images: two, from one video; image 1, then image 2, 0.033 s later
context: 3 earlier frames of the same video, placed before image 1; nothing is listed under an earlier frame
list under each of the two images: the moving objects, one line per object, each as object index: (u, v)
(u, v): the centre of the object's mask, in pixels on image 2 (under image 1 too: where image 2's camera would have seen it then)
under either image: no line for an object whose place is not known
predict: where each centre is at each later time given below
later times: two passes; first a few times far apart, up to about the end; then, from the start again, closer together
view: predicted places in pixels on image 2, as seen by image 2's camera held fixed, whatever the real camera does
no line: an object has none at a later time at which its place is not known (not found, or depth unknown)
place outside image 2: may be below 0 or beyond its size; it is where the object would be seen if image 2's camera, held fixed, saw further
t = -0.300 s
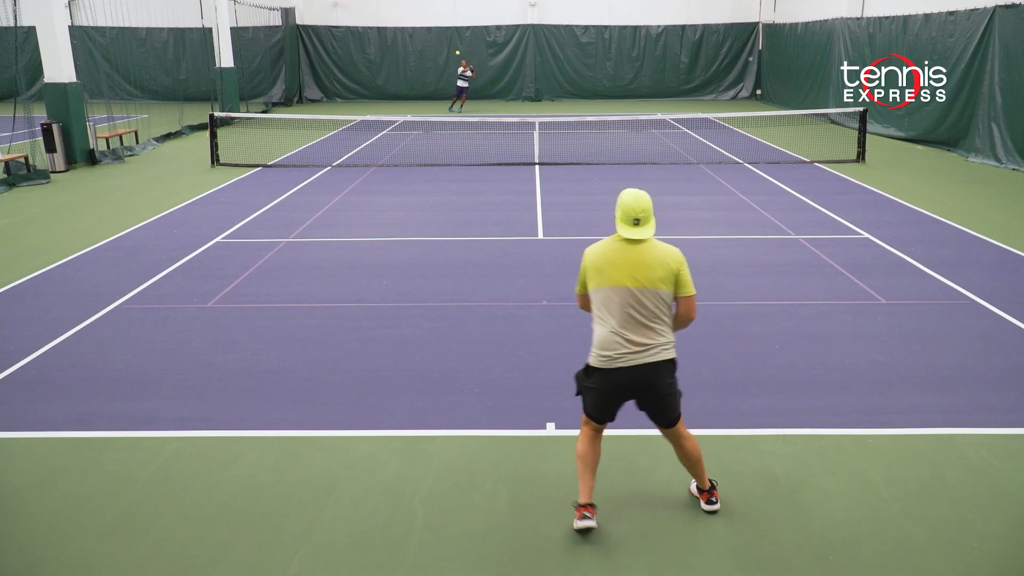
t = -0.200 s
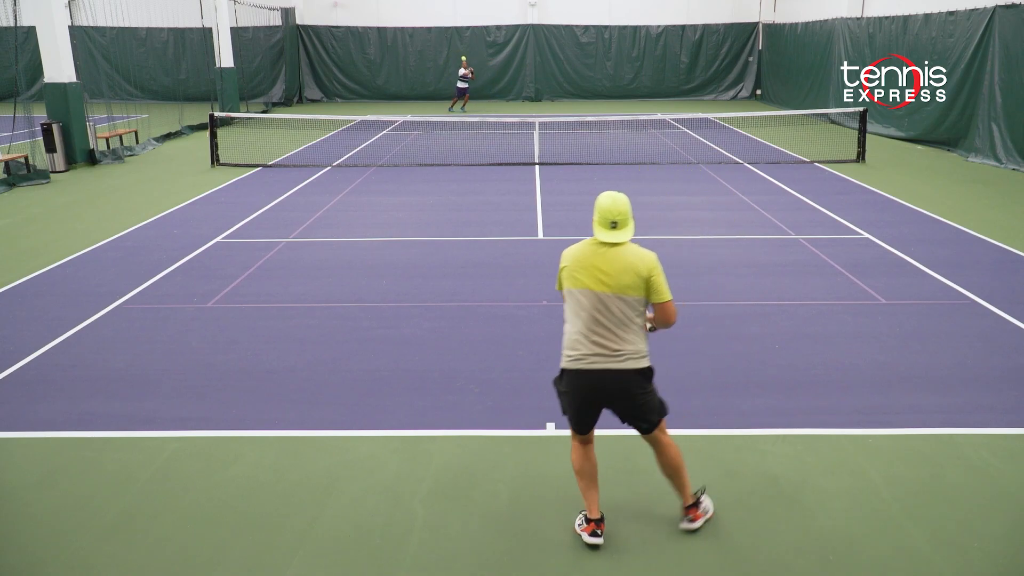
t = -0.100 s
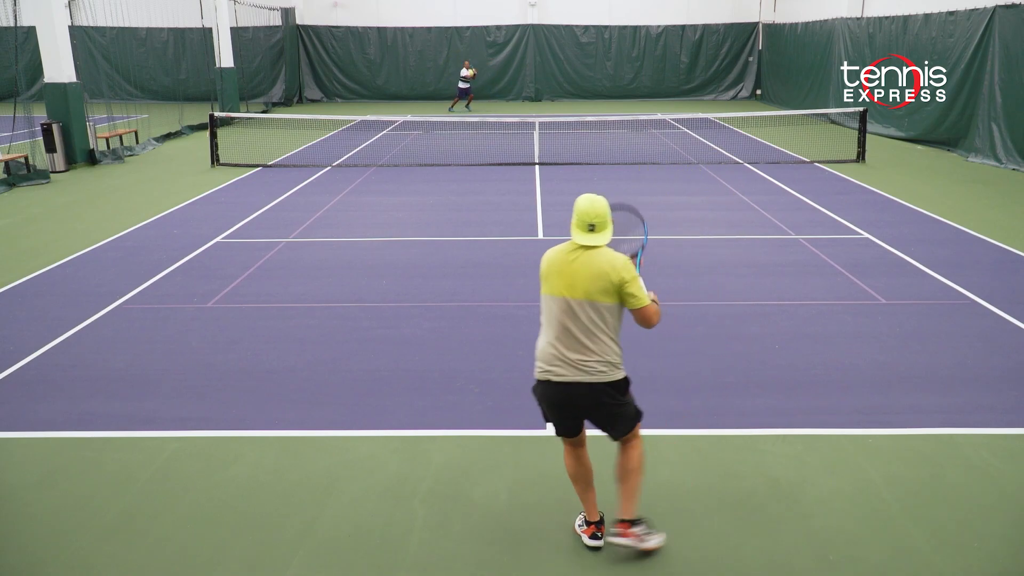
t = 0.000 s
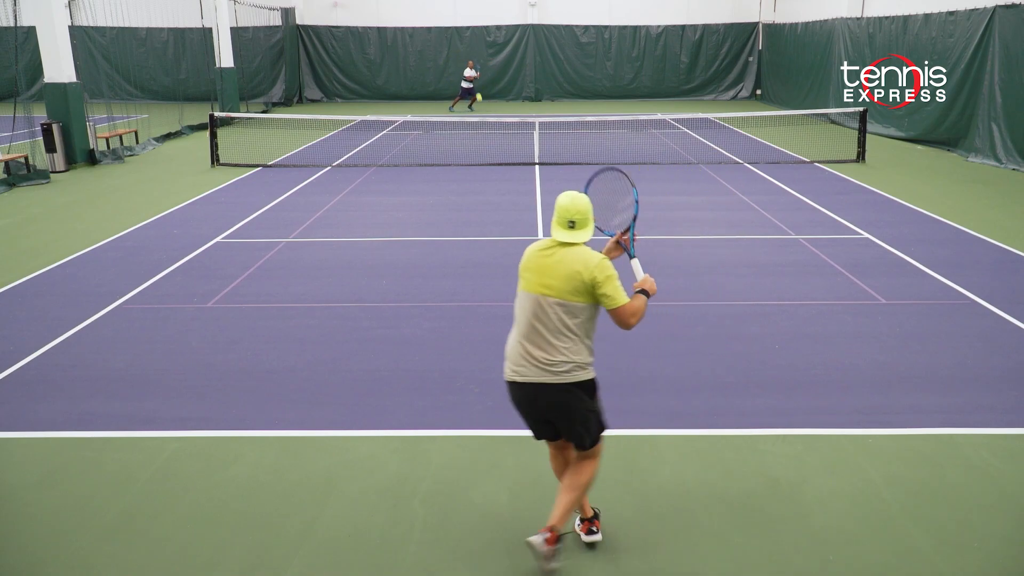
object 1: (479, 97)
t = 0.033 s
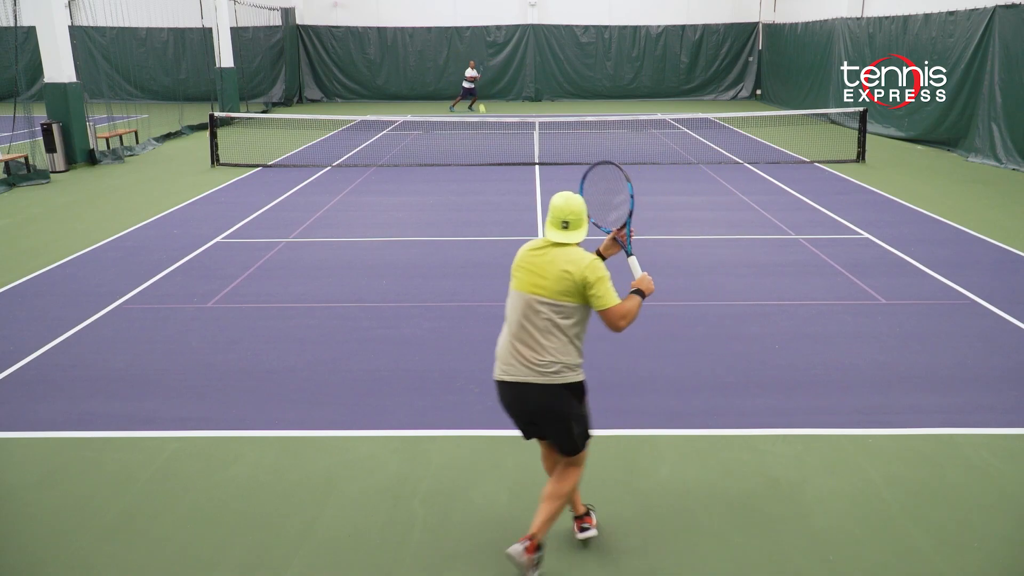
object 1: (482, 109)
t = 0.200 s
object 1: (501, 206)
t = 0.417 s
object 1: (541, 367)
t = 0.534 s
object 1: (570, 376)
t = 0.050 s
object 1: (483, 115)
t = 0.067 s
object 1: (485, 123)
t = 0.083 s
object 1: (487, 130)
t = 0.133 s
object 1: (493, 158)
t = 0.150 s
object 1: (495, 169)
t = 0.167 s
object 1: (497, 180)
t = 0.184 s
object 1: (499, 193)
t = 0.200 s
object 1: (501, 206)
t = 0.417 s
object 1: (541, 367)
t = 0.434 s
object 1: (544, 367)
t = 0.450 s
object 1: (548, 367)
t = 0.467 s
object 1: (552, 367)
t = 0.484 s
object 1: (557, 369)
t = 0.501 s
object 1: (561, 370)
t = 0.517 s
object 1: (566, 373)
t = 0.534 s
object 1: (570, 376)
